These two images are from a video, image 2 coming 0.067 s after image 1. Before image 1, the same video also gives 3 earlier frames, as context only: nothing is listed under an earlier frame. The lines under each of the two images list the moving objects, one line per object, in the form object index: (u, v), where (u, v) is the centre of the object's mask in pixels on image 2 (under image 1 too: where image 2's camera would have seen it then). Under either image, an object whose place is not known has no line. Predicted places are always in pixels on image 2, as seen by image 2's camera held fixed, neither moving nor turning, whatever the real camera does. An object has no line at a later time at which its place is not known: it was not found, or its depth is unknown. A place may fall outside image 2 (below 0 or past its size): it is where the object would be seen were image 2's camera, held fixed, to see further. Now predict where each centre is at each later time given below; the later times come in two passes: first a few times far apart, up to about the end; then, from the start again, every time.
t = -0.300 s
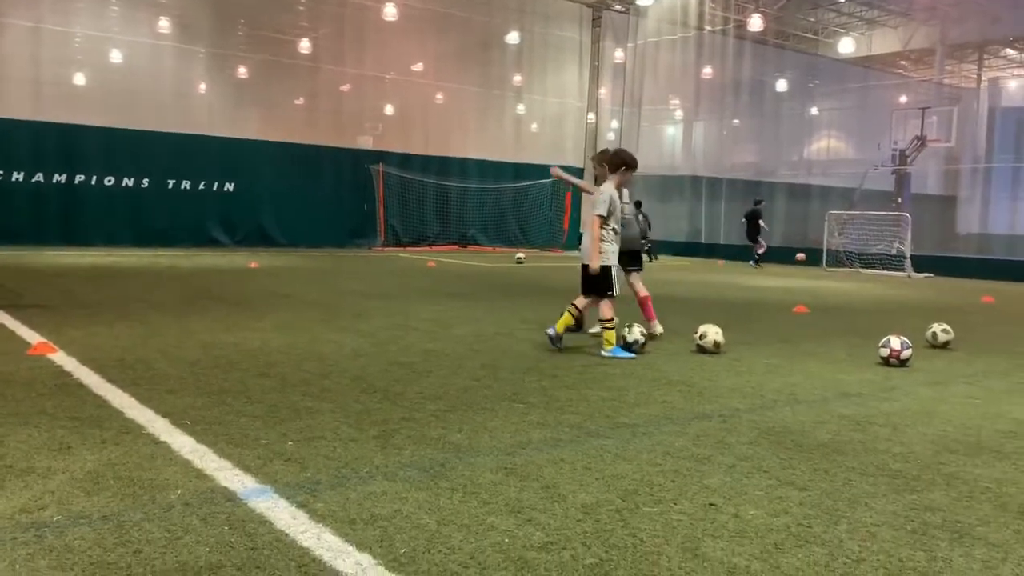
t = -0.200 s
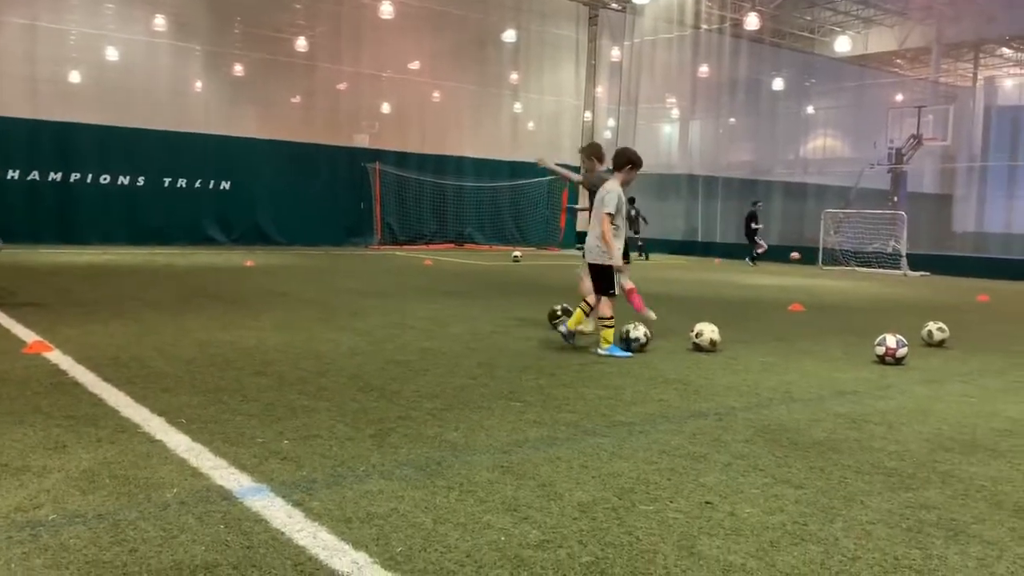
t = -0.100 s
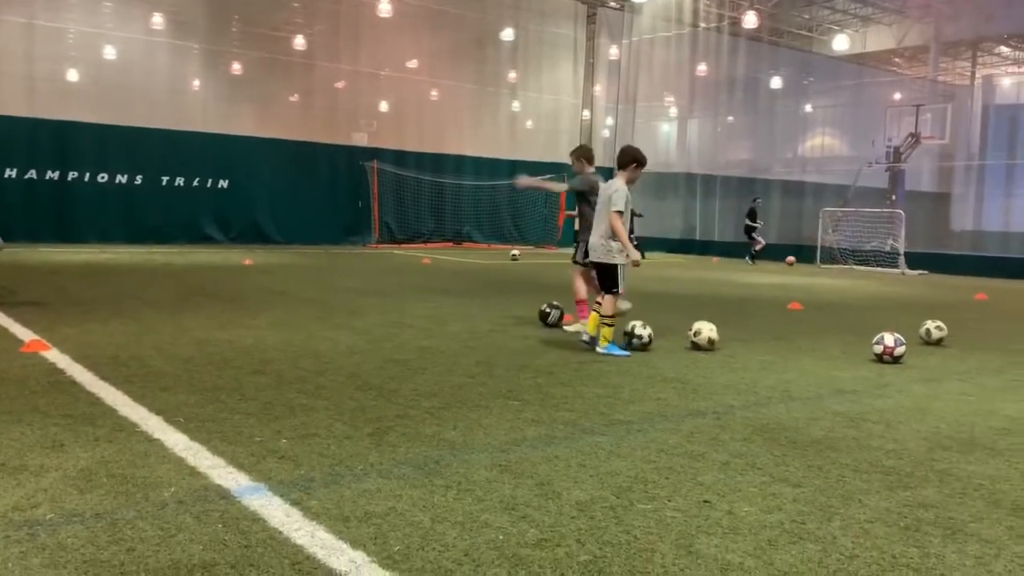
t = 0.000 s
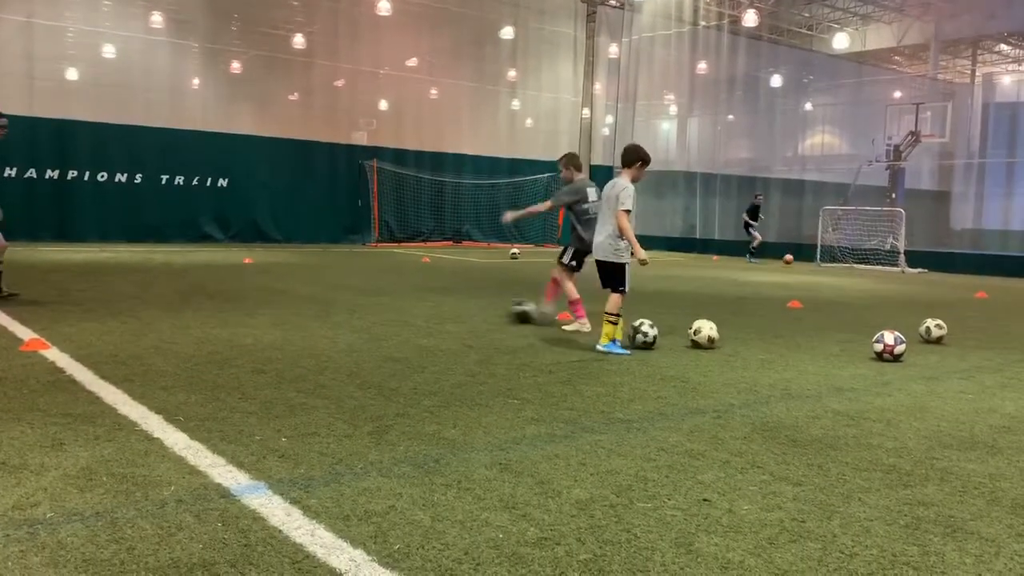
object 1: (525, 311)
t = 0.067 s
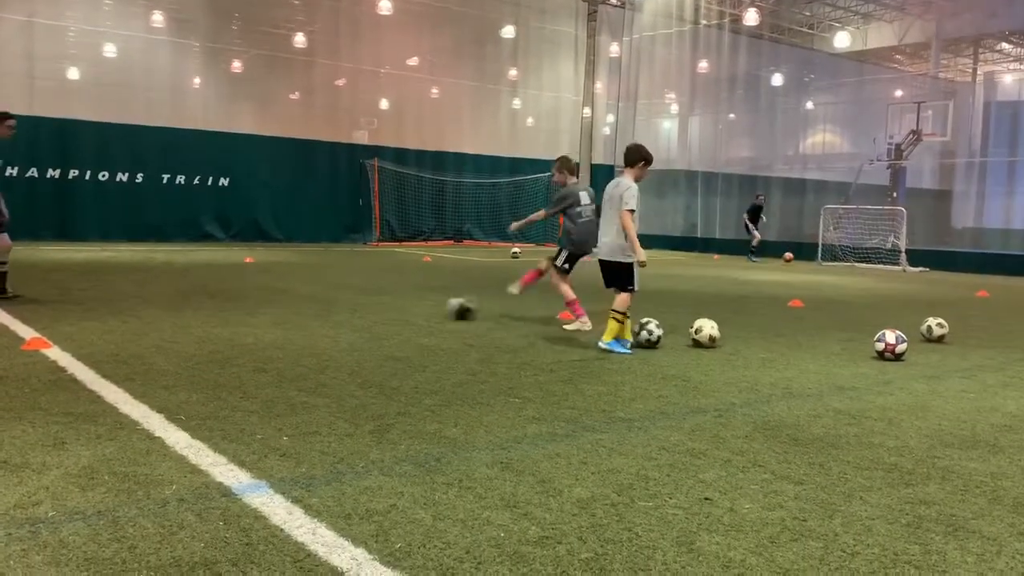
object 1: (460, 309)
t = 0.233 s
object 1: (317, 302)
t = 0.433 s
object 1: (177, 297)
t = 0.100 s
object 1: (432, 308)
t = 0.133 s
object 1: (401, 306)
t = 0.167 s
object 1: (373, 304)
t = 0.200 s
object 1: (346, 303)
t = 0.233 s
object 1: (317, 302)
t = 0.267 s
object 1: (295, 300)
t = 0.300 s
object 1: (269, 299)
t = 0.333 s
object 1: (243, 301)
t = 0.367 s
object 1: (221, 298)
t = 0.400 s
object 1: (195, 298)
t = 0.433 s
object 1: (177, 297)
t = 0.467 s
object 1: (154, 296)
